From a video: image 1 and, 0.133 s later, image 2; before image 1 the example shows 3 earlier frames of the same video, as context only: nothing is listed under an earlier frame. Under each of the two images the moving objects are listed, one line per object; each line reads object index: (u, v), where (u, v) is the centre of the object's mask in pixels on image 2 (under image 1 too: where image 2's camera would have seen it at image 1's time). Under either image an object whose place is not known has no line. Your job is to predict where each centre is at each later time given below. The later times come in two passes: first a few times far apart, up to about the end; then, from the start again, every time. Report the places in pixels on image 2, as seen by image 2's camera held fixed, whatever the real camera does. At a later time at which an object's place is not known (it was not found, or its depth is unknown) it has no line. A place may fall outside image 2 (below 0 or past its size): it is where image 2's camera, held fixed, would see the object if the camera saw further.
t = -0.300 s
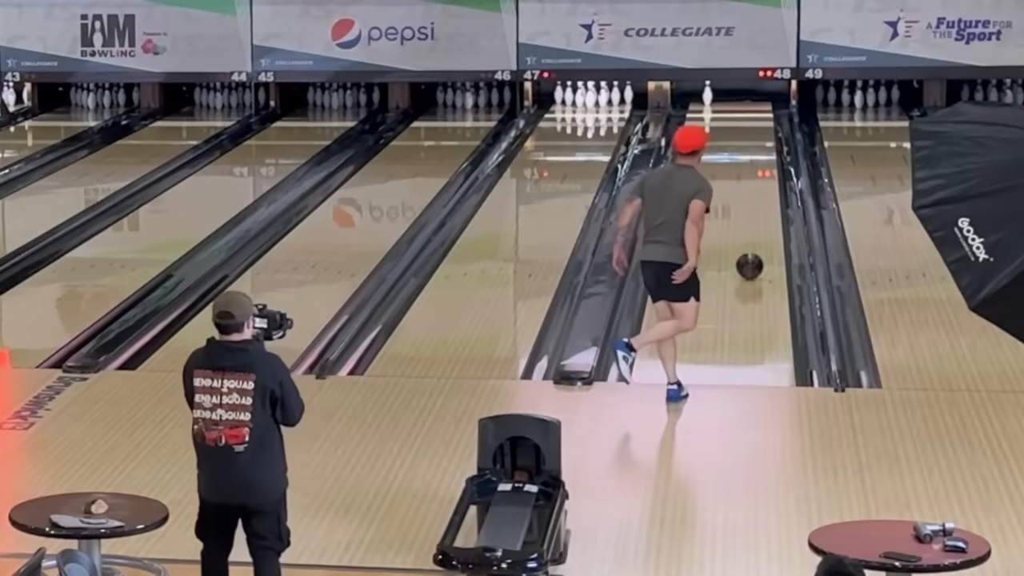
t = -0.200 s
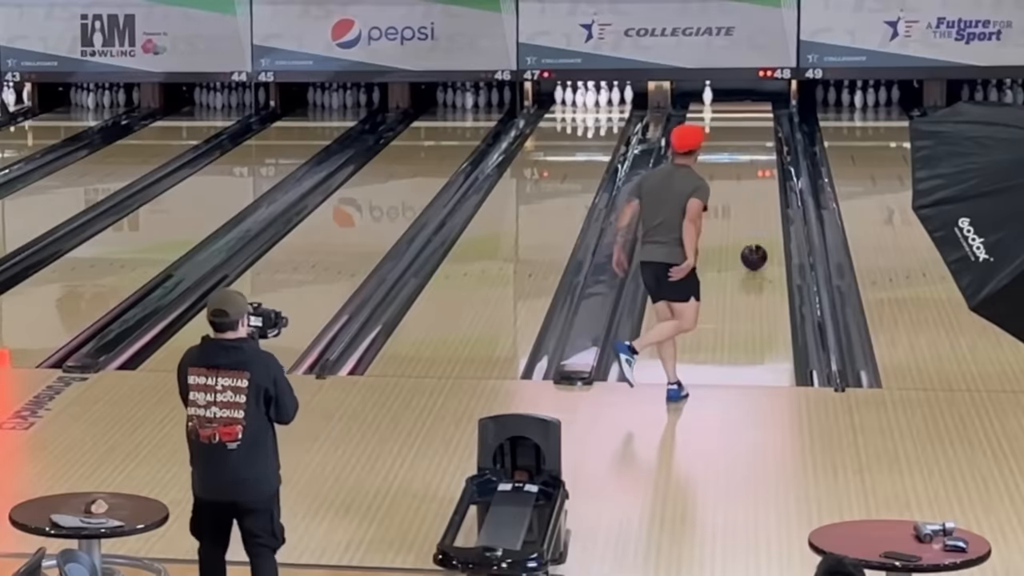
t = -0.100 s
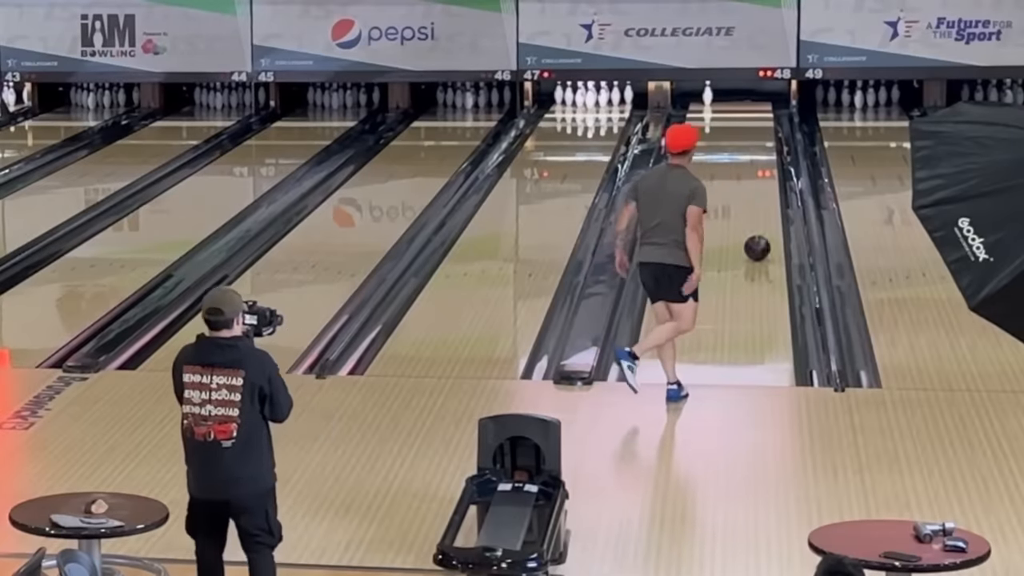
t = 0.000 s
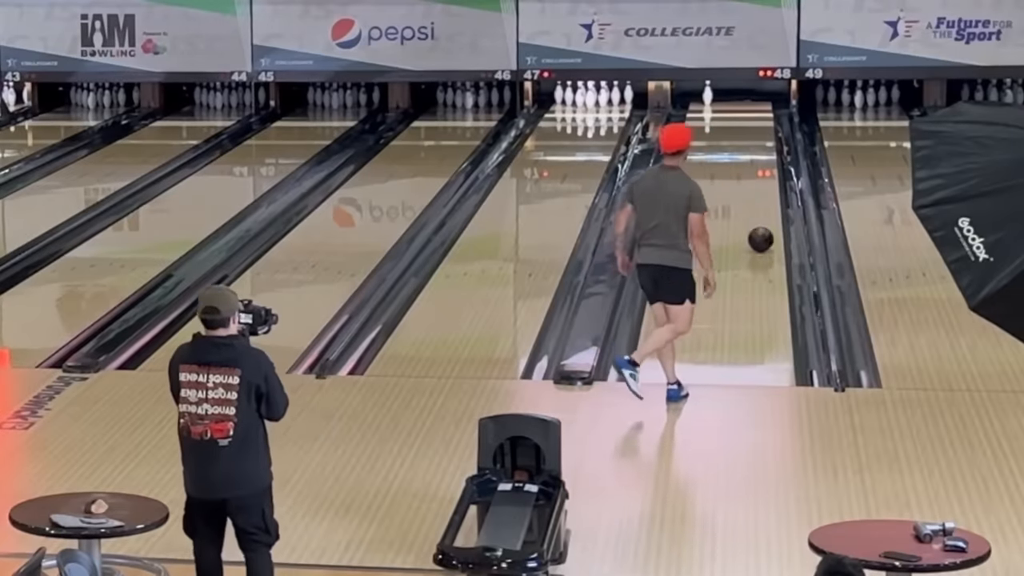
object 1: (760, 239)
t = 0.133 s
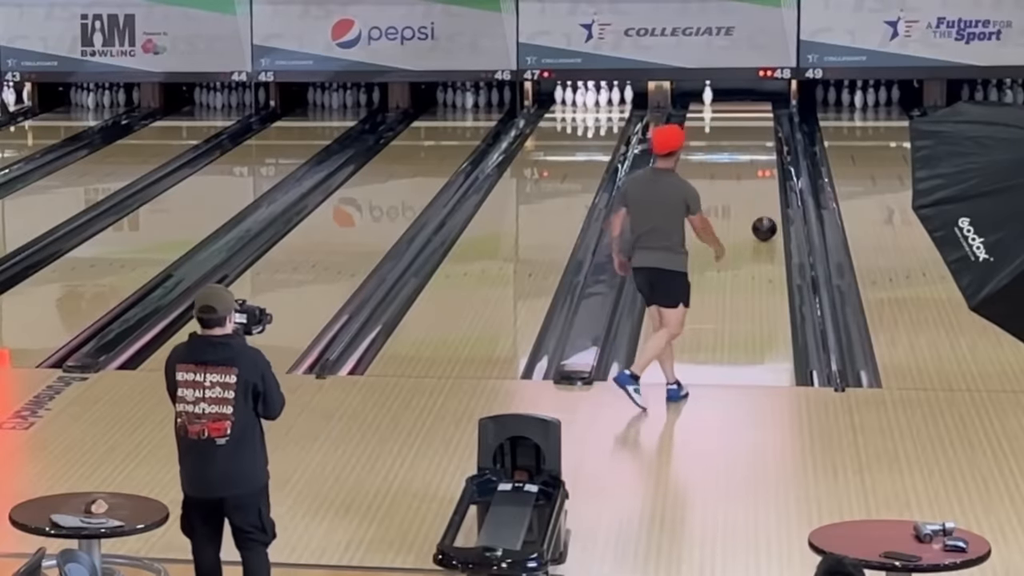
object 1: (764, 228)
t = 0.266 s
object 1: (767, 218)
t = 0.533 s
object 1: (769, 200)
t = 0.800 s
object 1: (767, 184)
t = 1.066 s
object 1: (763, 170)
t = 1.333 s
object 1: (755, 157)
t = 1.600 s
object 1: (745, 145)
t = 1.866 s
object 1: (735, 135)
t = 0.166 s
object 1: (765, 226)
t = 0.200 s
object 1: (766, 223)
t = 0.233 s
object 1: (766, 221)
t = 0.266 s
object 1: (767, 218)
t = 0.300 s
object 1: (767, 216)
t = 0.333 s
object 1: (767, 214)
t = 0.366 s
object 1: (768, 211)
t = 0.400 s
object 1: (768, 209)
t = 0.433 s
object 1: (769, 206)
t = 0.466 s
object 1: (769, 204)
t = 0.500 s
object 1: (769, 202)
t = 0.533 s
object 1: (769, 200)
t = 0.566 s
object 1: (769, 198)
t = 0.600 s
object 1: (769, 196)
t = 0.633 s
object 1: (769, 193)
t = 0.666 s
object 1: (769, 191)
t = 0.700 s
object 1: (768, 189)
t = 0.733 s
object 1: (768, 188)
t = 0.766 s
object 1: (768, 186)
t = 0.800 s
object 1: (767, 184)
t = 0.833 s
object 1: (767, 182)
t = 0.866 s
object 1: (767, 180)
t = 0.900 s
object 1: (766, 178)
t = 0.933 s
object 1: (766, 176)
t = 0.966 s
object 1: (765, 175)
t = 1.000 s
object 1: (764, 173)
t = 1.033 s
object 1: (764, 171)
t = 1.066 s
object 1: (763, 170)
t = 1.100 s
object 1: (762, 168)
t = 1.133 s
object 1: (761, 166)
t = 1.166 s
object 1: (760, 164)
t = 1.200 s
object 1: (759, 163)
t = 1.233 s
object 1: (758, 162)
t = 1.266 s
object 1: (757, 160)
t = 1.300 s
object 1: (756, 159)
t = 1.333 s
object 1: (755, 157)
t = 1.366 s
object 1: (754, 155)
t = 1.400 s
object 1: (752, 154)
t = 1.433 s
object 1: (751, 152)
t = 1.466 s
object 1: (750, 151)
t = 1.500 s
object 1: (749, 149)
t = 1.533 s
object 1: (748, 148)
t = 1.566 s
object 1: (746, 146)
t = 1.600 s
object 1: (745, 145)
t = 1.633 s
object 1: (744, 144)
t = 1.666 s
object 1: (743, 143)
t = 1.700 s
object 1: (741, 141)
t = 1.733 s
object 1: (740, 140)
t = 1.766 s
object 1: (739, 138)
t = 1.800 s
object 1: (738, 137)
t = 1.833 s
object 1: (737, 136)
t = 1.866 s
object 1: (735, 135)
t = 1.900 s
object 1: (734, 133)
